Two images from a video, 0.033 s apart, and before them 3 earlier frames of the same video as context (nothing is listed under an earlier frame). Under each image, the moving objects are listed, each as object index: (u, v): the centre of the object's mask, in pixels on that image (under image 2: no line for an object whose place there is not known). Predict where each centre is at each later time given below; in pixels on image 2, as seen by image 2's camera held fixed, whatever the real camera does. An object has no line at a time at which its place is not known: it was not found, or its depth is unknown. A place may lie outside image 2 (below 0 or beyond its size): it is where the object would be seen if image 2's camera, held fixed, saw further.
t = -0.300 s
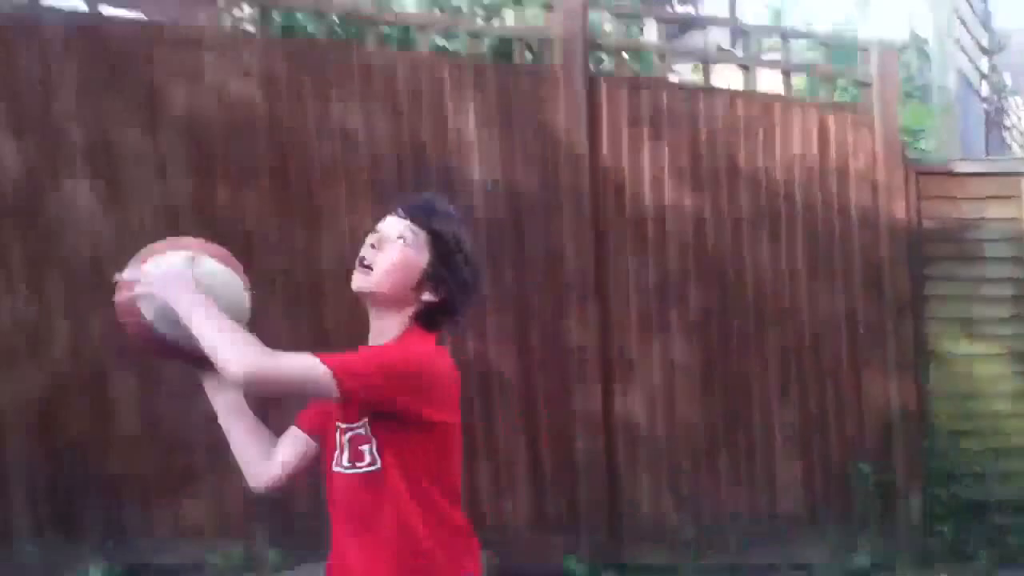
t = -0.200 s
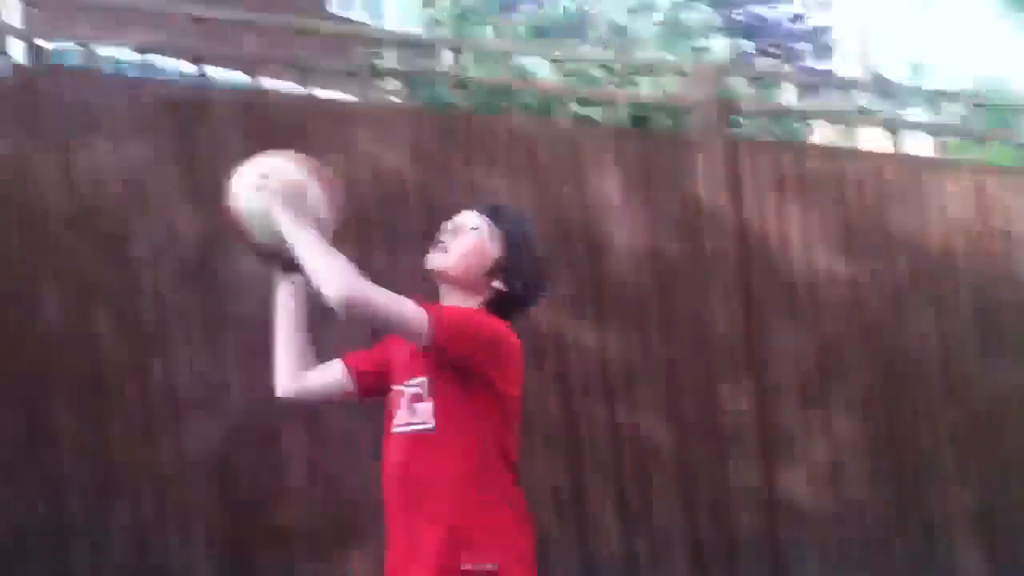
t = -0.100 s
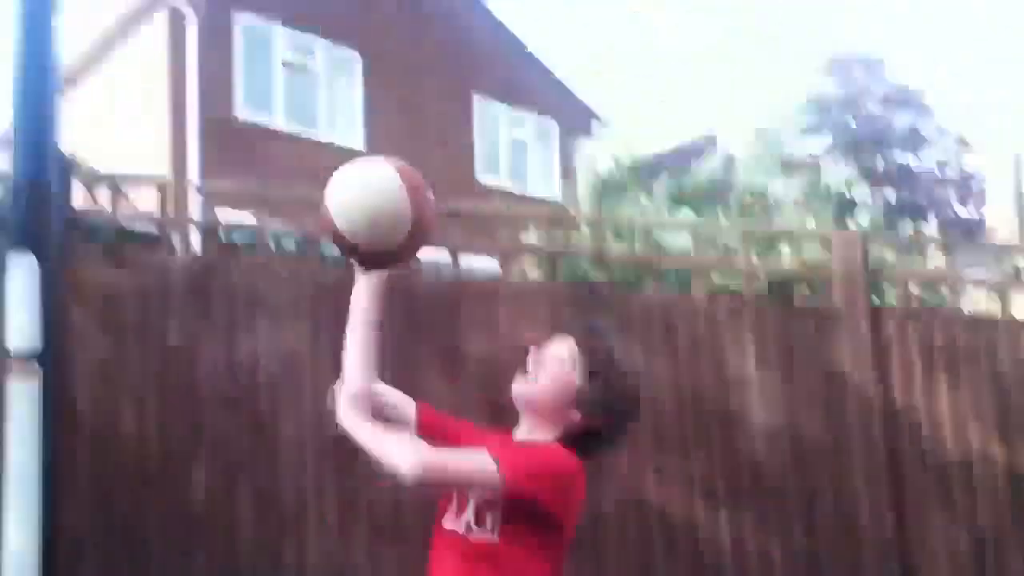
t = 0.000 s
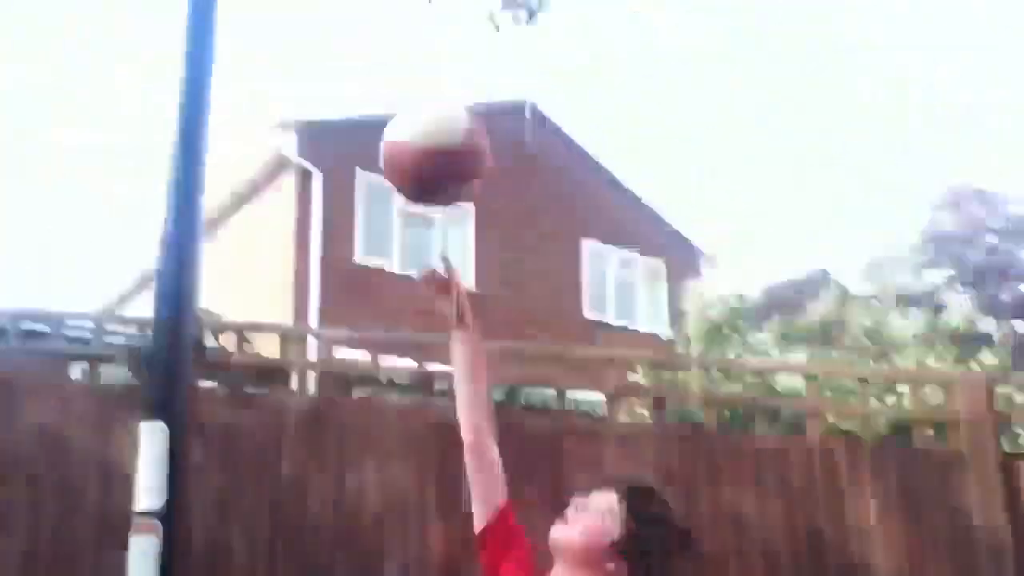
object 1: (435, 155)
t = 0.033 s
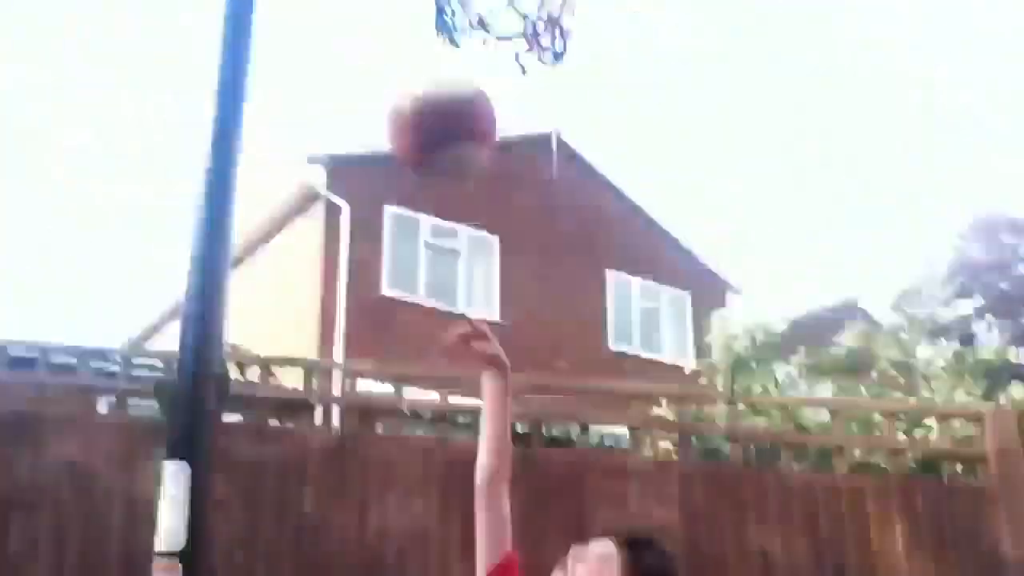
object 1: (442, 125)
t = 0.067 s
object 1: (423, 72)
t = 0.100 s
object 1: (399, 18)
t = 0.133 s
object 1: (366, -31)
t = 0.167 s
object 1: (353, -72)
